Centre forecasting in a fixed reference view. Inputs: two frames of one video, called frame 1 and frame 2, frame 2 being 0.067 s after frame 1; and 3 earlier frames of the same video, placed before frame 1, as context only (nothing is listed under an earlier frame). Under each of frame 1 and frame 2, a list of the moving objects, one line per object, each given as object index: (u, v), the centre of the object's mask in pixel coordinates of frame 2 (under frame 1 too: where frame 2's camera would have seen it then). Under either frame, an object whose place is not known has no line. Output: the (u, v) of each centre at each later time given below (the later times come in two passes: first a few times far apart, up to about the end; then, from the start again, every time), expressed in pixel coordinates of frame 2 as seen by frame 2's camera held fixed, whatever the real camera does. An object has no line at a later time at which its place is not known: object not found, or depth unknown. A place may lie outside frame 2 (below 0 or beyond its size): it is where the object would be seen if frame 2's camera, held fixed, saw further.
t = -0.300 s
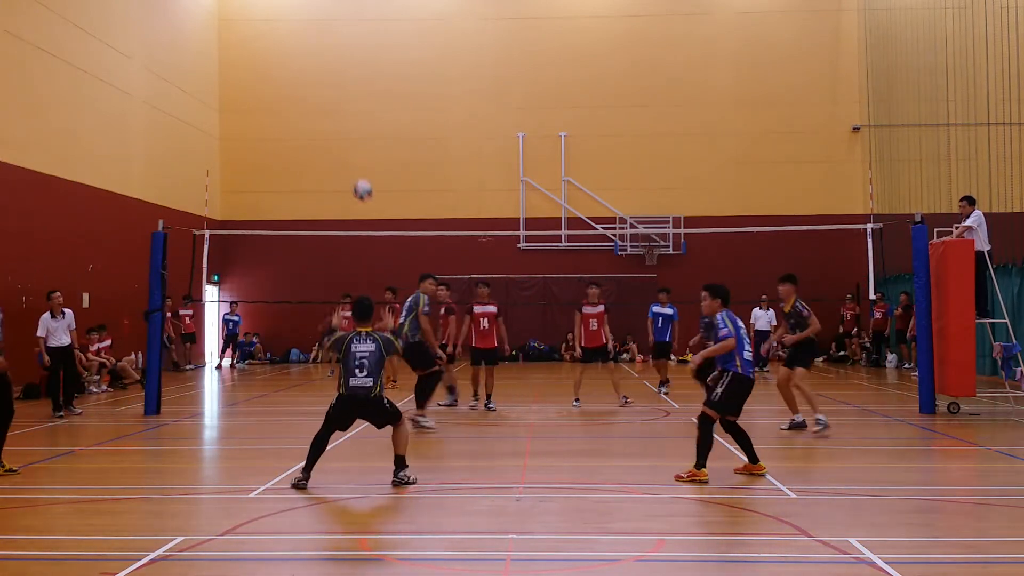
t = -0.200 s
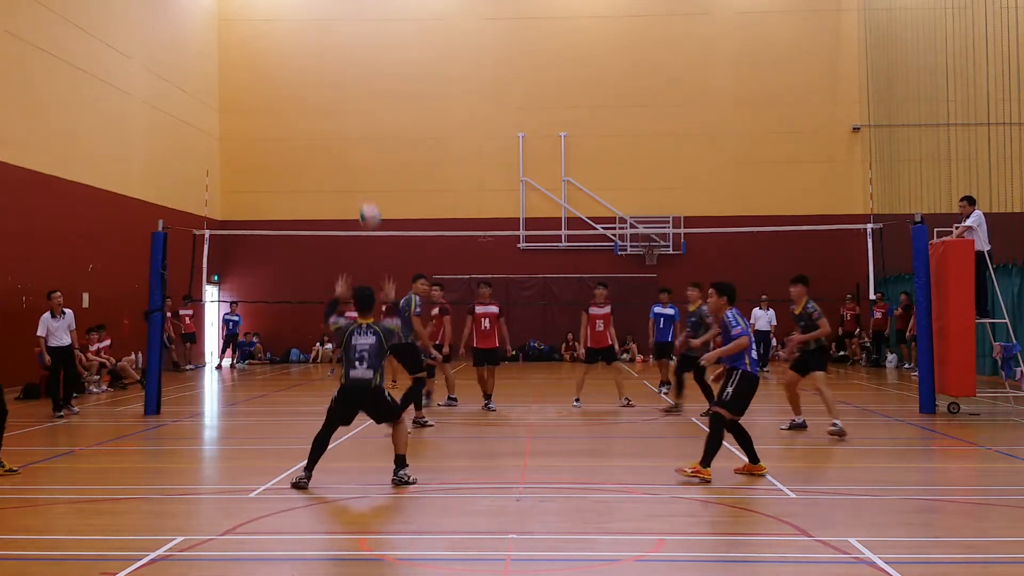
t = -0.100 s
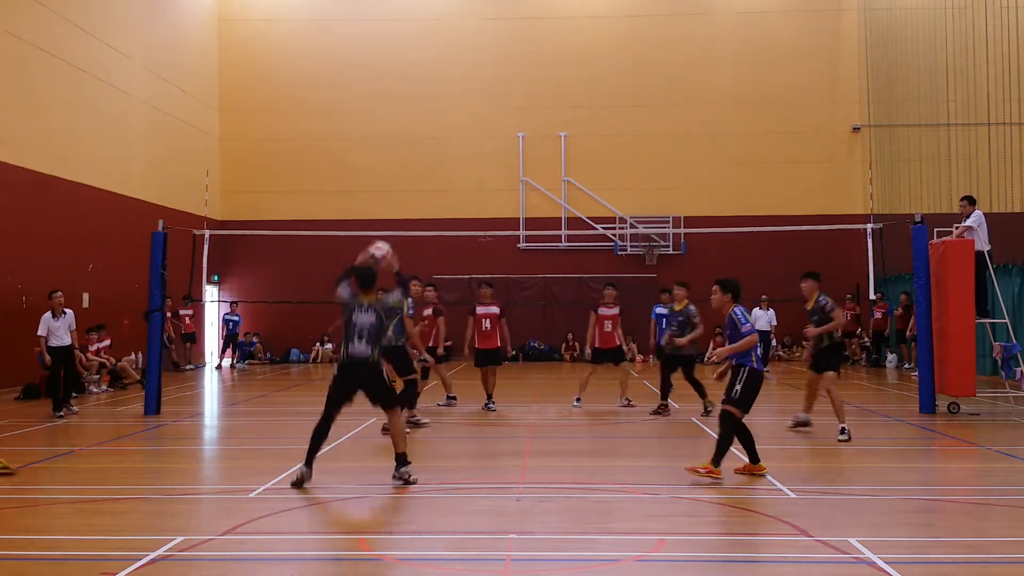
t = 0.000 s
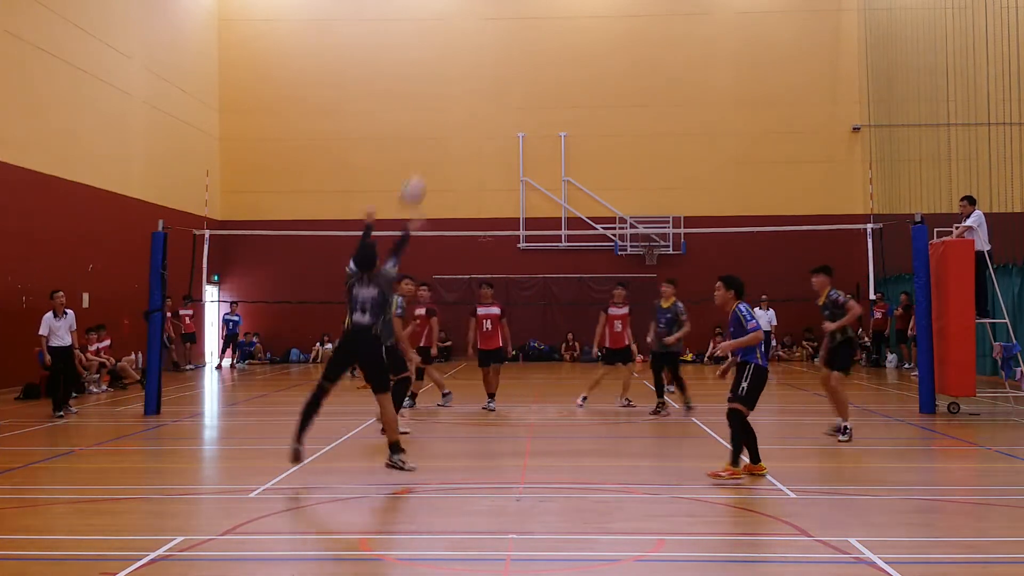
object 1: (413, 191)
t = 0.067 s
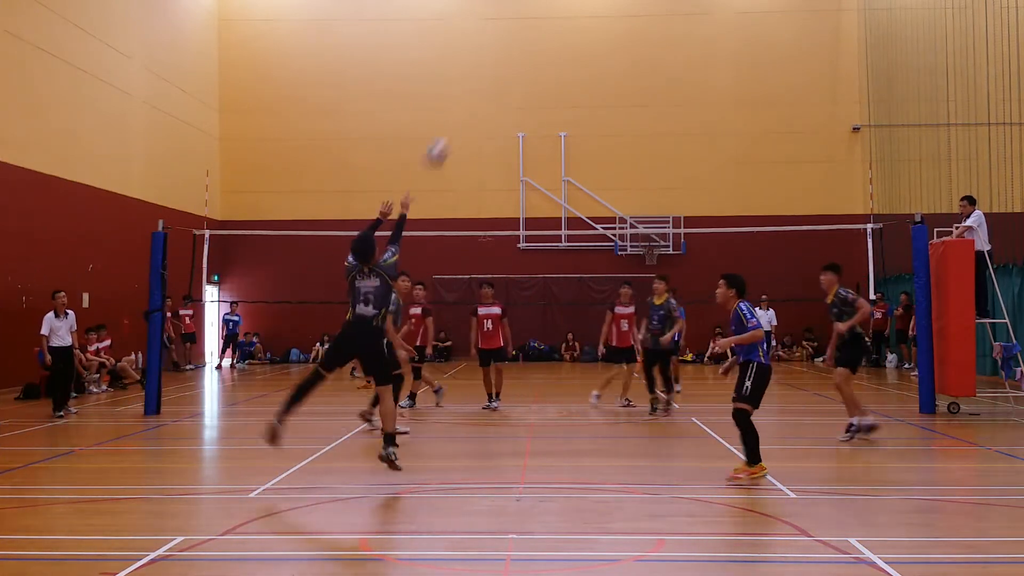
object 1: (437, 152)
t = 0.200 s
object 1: (477, 95)
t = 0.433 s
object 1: (542, 49)
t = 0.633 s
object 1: (590, 55)
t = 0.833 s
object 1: (632, 97)
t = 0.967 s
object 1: (658, 141)
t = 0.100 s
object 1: (447, 135)
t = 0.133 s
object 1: (457, 121)
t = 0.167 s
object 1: (467, 107)
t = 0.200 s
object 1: (477, 95)
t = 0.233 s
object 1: (489, 84)
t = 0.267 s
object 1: (498, 75)
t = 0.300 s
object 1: (508, 67)
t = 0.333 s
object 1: (517, 61)
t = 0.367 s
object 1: (526, 56)
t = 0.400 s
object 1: (534, 52)
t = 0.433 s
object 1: (542, 49)
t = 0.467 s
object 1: (551, 47)
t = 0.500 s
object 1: (559, 47)
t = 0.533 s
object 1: (567, 47)
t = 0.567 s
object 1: (574, 48)
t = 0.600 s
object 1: (583, 52)
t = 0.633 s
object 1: (590, 55)
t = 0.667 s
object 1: (597, 60)
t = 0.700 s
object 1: (604, 66)
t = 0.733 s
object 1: (610, 72)
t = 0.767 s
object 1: (619, 79)
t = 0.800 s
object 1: (626, 87)
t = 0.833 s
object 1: (632, 97)
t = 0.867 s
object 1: (639, 107)
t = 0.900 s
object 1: (645, 117)
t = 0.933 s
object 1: (651, 129)
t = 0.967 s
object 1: (658, 141)
